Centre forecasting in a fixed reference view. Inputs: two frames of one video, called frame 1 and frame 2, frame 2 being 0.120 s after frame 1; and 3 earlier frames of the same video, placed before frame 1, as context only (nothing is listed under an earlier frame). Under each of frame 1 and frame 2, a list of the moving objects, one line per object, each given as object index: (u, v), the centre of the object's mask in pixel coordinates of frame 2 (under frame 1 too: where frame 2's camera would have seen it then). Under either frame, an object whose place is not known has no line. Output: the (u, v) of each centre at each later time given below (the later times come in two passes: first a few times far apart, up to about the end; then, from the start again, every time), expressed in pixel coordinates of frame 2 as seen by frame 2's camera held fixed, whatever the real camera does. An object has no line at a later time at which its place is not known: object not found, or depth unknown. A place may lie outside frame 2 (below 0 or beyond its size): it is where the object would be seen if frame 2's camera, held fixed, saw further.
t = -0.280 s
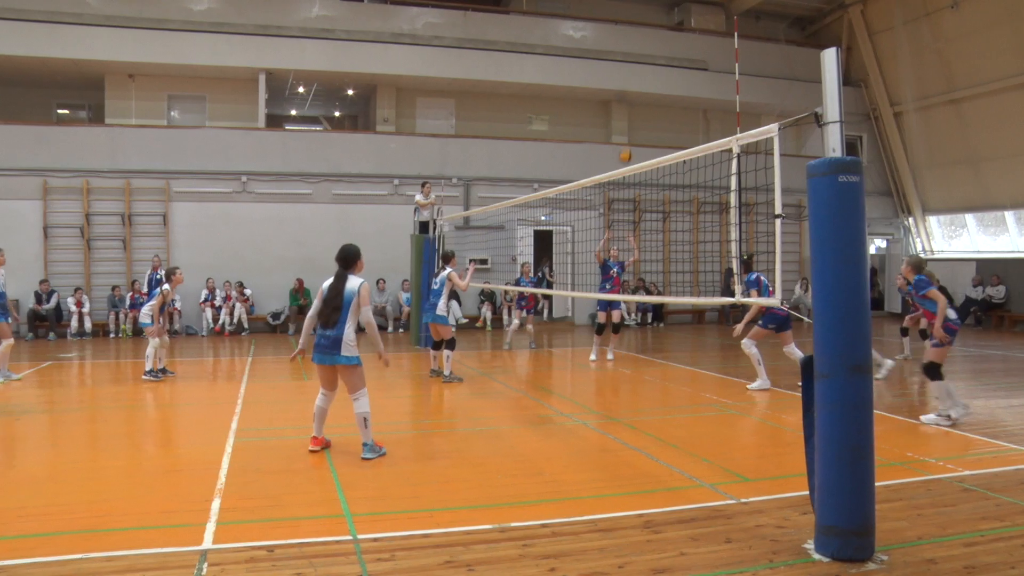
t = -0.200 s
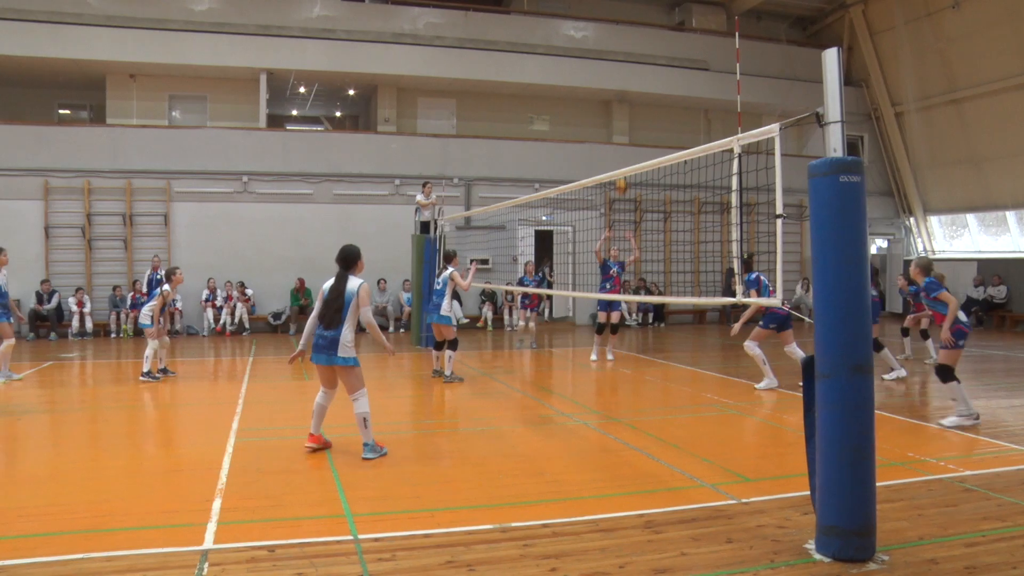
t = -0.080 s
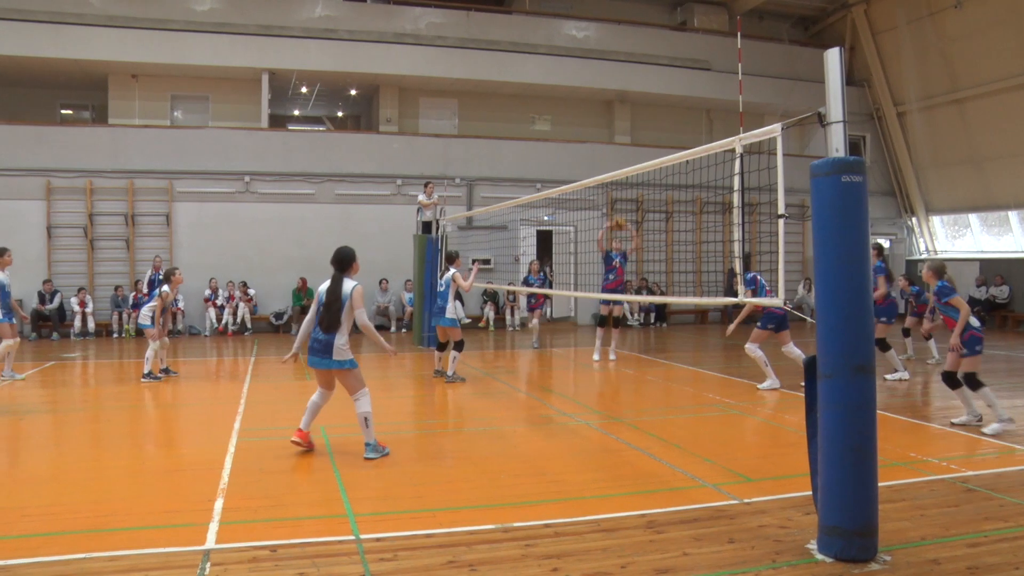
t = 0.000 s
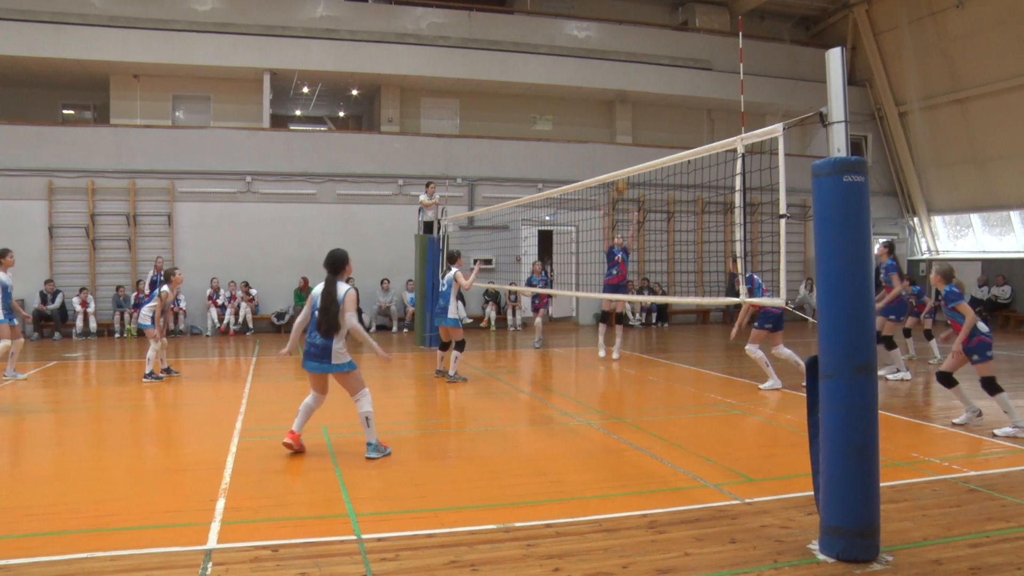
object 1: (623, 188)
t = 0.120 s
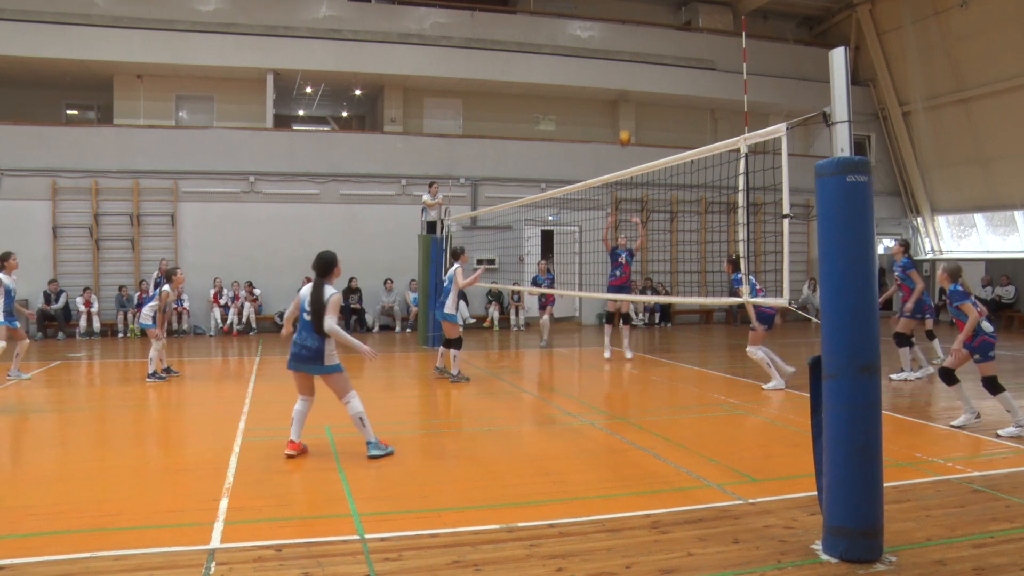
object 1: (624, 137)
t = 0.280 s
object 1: (625, 87)
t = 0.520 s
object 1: (628, 40)
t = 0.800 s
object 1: (630, 32)
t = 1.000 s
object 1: (632, 61)
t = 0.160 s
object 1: (624, 123)
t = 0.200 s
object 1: (624, 110)
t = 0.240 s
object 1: (625, 98)
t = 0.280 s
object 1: (625, 87)
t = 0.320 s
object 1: (626, 77)
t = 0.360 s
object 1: (626, 68)
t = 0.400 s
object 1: (626, 59)
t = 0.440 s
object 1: (627, 51)
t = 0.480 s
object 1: (627, 45)
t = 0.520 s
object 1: (628, 40)
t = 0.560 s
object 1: (628, 35)
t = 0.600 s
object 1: (628, 32)
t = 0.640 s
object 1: (629, 30)
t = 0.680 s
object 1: (629, 29)
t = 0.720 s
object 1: (630, 29)
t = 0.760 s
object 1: (630, 30)
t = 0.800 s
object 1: (630, 32)
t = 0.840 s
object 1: (630, 35)
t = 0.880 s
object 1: (631, 40)
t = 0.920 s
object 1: (631, 46)
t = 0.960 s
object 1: (632, 53)
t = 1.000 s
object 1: (632, 61)
